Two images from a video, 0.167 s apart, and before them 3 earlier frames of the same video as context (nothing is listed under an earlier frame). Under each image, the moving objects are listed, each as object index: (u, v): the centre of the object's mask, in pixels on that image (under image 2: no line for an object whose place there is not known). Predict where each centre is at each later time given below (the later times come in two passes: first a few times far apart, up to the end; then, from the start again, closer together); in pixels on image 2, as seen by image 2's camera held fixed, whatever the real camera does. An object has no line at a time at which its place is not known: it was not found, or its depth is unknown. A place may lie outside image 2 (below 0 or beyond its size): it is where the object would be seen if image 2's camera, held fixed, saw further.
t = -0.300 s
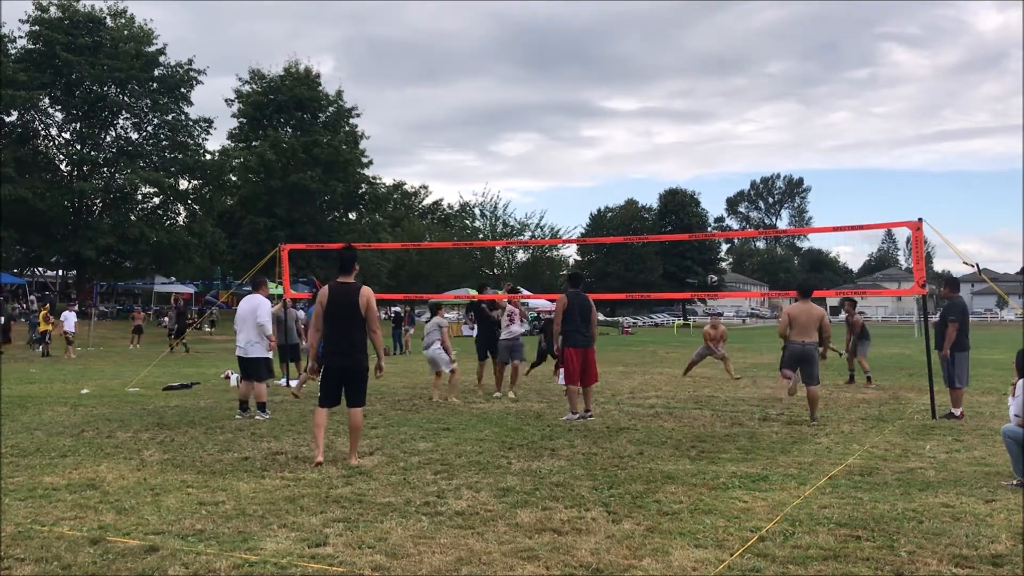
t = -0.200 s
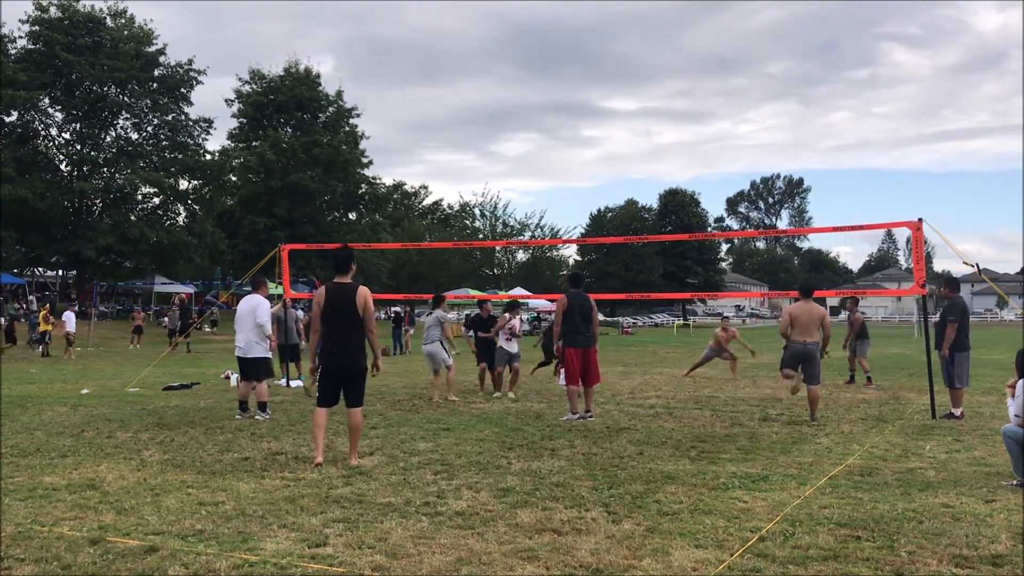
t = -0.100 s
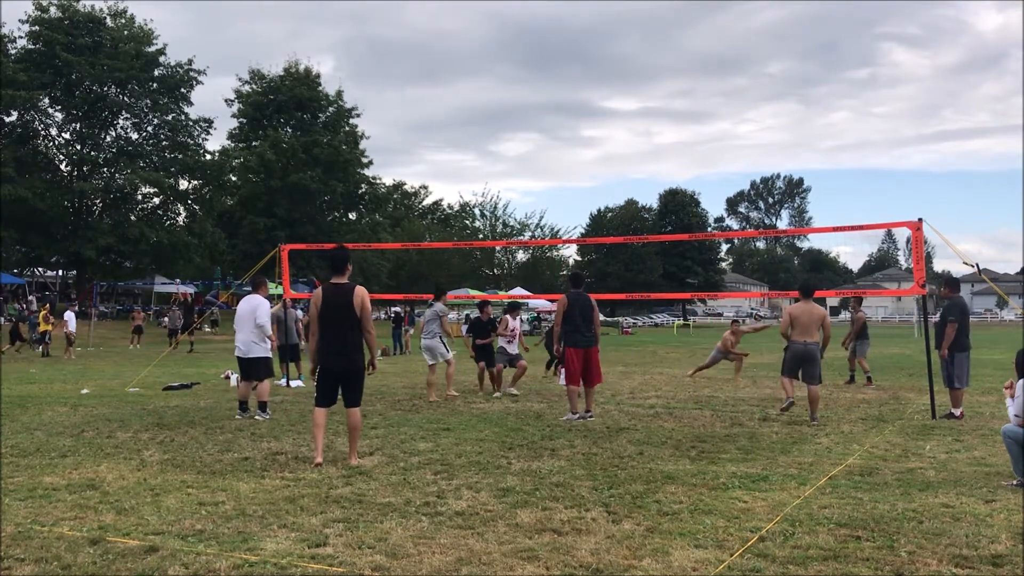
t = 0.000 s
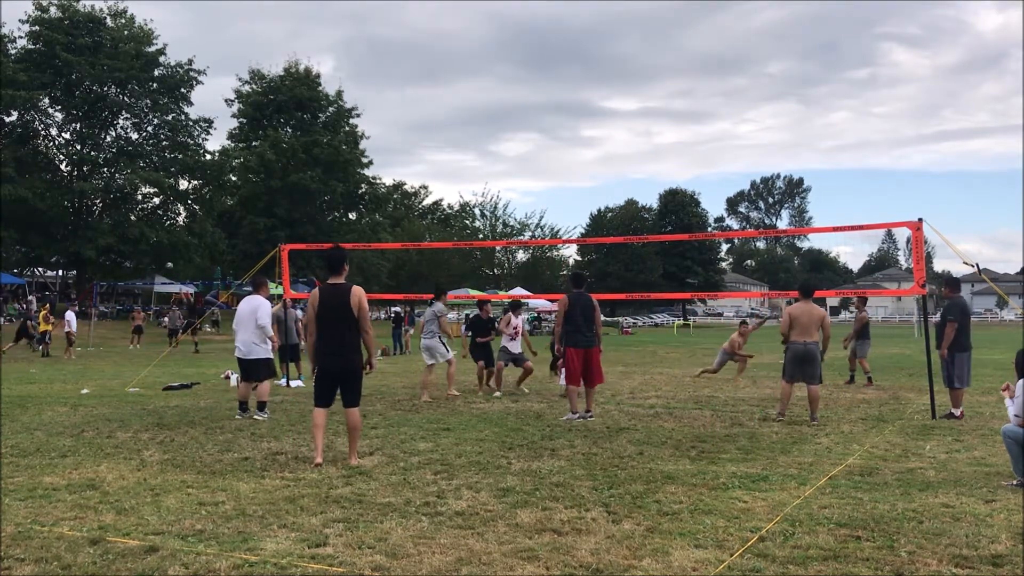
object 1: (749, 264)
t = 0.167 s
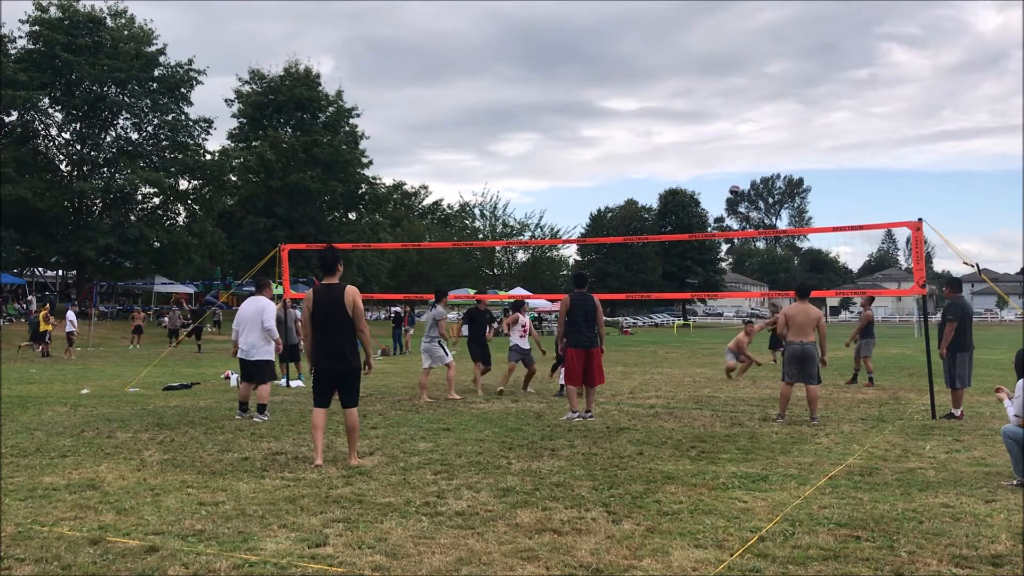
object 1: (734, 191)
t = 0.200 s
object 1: (731, 177)
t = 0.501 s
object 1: (708, 77)
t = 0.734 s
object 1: (690, 30)
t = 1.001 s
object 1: (670, 12)
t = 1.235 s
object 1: (651, 32)
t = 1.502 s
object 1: (629, 99)
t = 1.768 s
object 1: (605, 216)
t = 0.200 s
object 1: (731, 177)
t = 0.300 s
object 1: (723, 139)
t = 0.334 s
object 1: (721, 127)
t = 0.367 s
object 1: (718, 116)
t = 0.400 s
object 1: (716, 106)
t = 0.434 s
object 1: (713, 96)
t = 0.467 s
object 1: (710, 86)
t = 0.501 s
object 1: (708, 77)
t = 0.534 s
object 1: (705, 69)
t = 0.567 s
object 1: (703, 61)
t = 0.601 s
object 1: (700, 53)
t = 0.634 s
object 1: (698, 46)
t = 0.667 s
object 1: (695, 40)
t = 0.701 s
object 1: (693, 35)
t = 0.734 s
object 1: (690, 30)
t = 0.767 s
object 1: (688, 25)
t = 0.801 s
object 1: (685, 21)
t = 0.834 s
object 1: (683, 18)
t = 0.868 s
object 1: (680, 16)
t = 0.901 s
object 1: (678, 14)
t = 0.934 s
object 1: (675, 12)
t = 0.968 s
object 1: (673, 12)
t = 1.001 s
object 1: (670, 12)
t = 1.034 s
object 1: (668, 13)
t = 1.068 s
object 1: (665, 14)
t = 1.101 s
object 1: (662, 16)
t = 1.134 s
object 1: (660, 19)
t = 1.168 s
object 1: (657, 23)
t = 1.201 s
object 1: (654, 27)
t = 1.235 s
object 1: (651, 32)
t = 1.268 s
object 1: (649, 38)
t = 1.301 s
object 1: (646, 44)
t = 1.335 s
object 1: (643, 51)
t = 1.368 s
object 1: (640, 59)
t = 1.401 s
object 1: (638, 68)
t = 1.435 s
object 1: (635, 77)
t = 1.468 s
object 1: (632, 88)
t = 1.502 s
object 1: (629, 99)
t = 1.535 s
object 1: (626, 111)
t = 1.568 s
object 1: (623, 123)
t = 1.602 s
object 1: (620, 137)
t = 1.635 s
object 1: (617, 151)
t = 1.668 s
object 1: (614, 166)
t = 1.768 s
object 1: (605, 216)
